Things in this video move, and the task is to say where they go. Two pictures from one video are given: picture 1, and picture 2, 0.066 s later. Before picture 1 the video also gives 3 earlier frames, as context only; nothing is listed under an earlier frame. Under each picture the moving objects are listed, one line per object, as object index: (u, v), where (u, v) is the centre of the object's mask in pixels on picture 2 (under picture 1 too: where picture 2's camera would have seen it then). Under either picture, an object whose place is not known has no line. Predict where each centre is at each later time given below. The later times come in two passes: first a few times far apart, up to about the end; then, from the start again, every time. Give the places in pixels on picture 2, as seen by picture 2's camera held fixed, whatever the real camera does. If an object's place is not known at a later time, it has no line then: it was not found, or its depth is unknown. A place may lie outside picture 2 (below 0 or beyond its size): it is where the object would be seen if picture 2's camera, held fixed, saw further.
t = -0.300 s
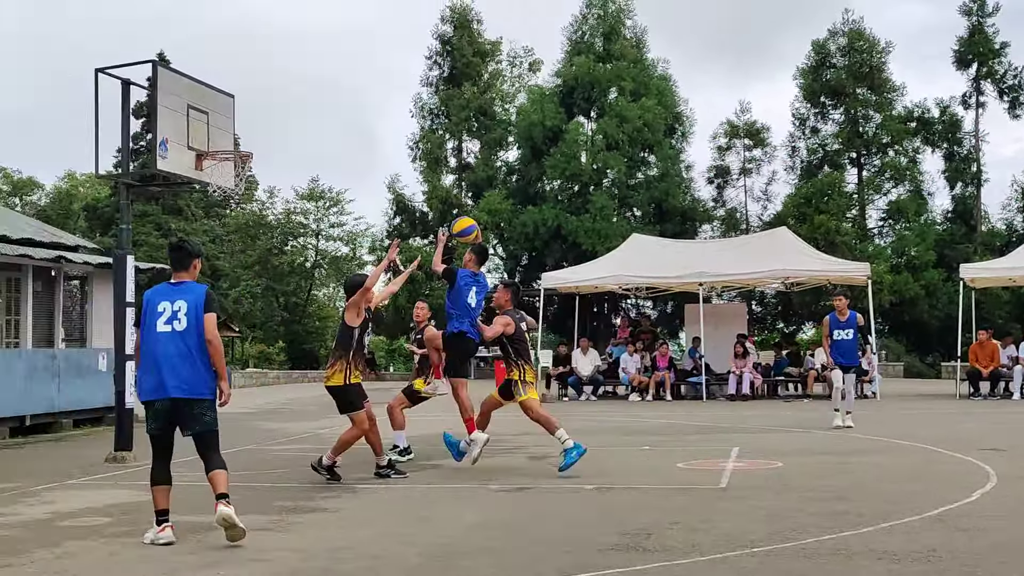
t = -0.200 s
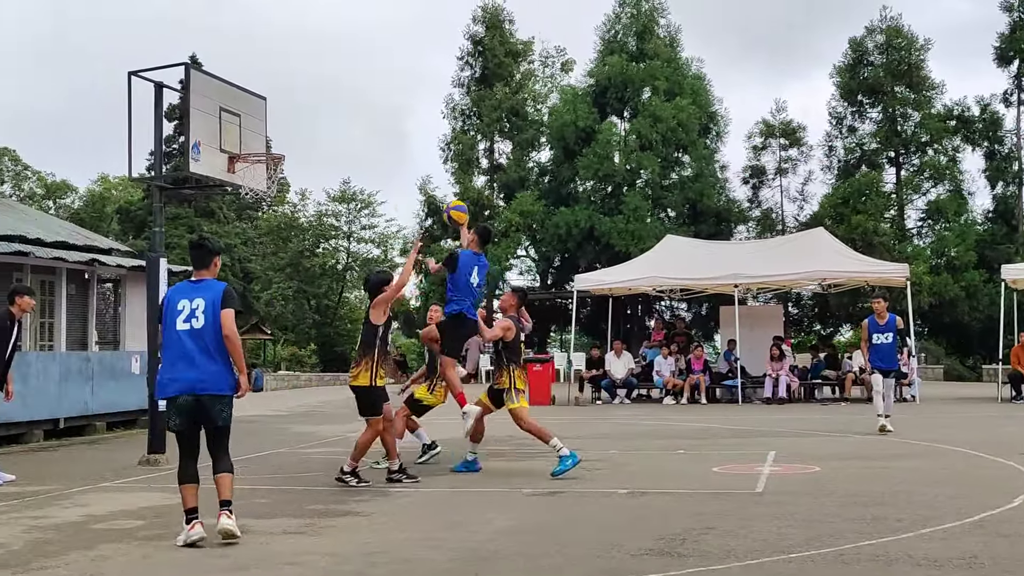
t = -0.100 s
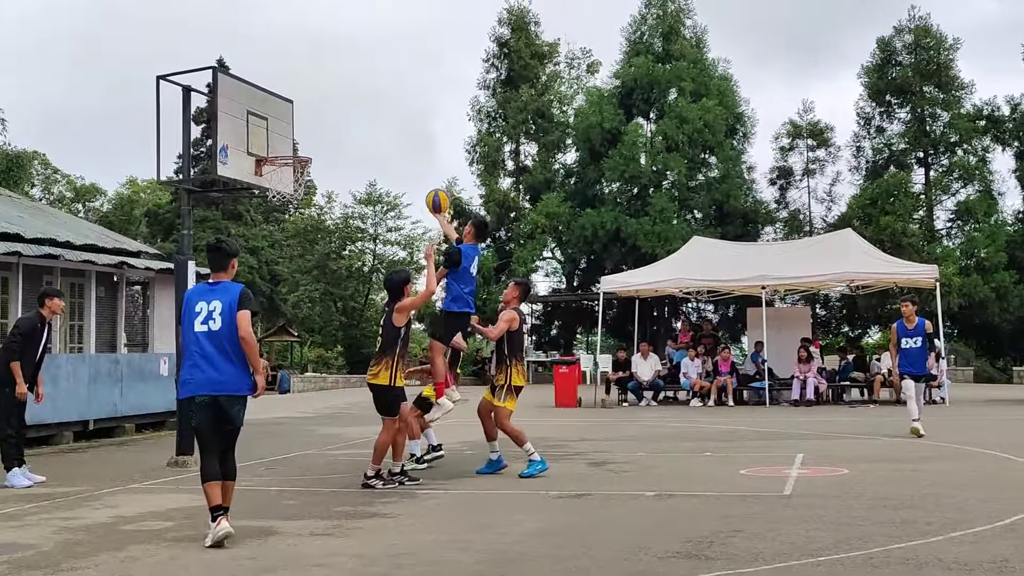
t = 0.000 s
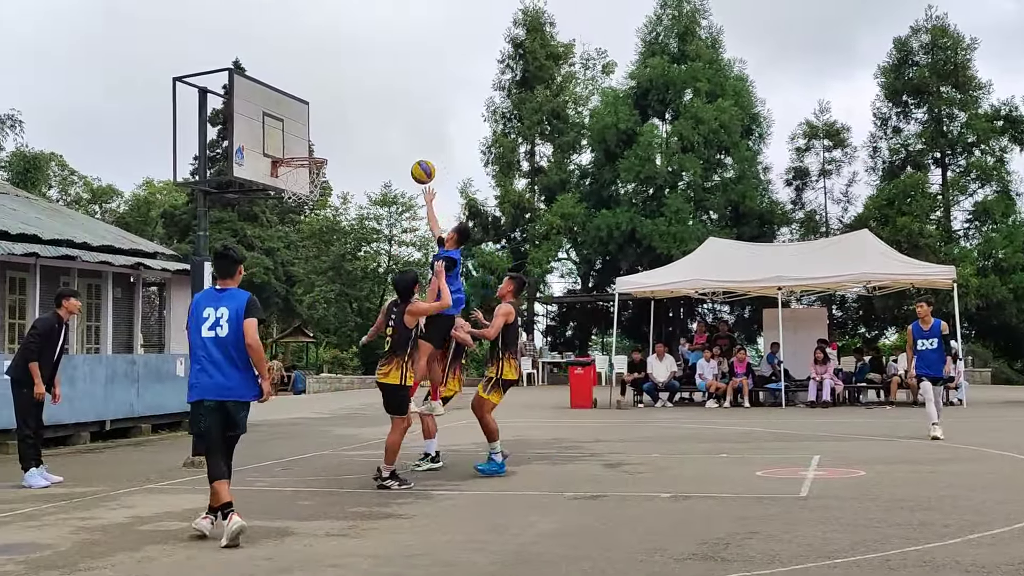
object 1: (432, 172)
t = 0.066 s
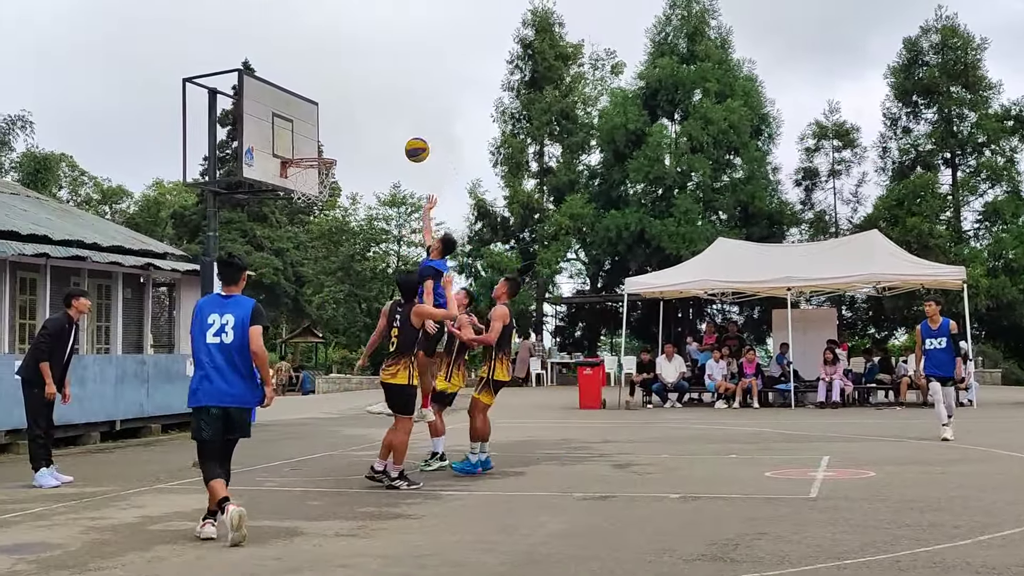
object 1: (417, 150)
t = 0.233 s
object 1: (380, 115)
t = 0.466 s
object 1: (330, 114)
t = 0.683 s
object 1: (290, 143)
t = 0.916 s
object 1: (322, 125)
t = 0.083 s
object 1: (413, 145)
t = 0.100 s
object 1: (409, 140)
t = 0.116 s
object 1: (406, 136)
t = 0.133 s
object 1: (402, 132)
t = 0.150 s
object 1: (398, 128)
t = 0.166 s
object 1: (394, 125)
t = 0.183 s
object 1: (391, 122)
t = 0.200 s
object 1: (387, 119)
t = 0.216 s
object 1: (384, 117)
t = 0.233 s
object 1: (380, 115)
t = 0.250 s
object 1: (376, 113)
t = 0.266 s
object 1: (373, 111)
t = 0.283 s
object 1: (369, 110)
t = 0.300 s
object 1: (366, 109)
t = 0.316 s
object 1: (362, 108)
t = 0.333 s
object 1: (358, 108)
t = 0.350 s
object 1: (355, 108)
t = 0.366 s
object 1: (351, 108)
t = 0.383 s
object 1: (348, 108)
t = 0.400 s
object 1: (345, 109)
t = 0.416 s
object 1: (341, 110)
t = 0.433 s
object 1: (337, 111)
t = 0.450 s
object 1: (334, 112)
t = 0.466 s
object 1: (330, 114)
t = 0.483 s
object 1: (327, 116)
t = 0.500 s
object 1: (323, 118)
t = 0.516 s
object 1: (320, 121)
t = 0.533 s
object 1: (316, 124)
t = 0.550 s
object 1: (313, 127)
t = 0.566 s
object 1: (310, 130)
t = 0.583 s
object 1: (306, 134)
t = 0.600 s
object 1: (303, 138)
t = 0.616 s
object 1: (299, 143)
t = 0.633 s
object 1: (296, 147)
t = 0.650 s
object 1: (293, 149)
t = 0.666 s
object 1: (292, 146)
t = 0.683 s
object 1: (290, 143)
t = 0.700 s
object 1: (289, 140)
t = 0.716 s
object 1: (291, 137)
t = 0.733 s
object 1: (294, 135)
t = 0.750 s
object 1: (296, 133)
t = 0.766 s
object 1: (299, 131)
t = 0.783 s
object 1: (302, 129)
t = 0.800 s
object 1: (304, 127)
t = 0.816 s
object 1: (306, 126)
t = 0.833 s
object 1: (309, 125)
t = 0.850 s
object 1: (312, 125)
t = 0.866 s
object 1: (314, 125)
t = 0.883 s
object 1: (317, 124)
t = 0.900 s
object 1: (319, 125)
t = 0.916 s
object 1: (322, 125)
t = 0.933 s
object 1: (324, 126)
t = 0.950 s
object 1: (327, 127)
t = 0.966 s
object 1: (330, 128)
